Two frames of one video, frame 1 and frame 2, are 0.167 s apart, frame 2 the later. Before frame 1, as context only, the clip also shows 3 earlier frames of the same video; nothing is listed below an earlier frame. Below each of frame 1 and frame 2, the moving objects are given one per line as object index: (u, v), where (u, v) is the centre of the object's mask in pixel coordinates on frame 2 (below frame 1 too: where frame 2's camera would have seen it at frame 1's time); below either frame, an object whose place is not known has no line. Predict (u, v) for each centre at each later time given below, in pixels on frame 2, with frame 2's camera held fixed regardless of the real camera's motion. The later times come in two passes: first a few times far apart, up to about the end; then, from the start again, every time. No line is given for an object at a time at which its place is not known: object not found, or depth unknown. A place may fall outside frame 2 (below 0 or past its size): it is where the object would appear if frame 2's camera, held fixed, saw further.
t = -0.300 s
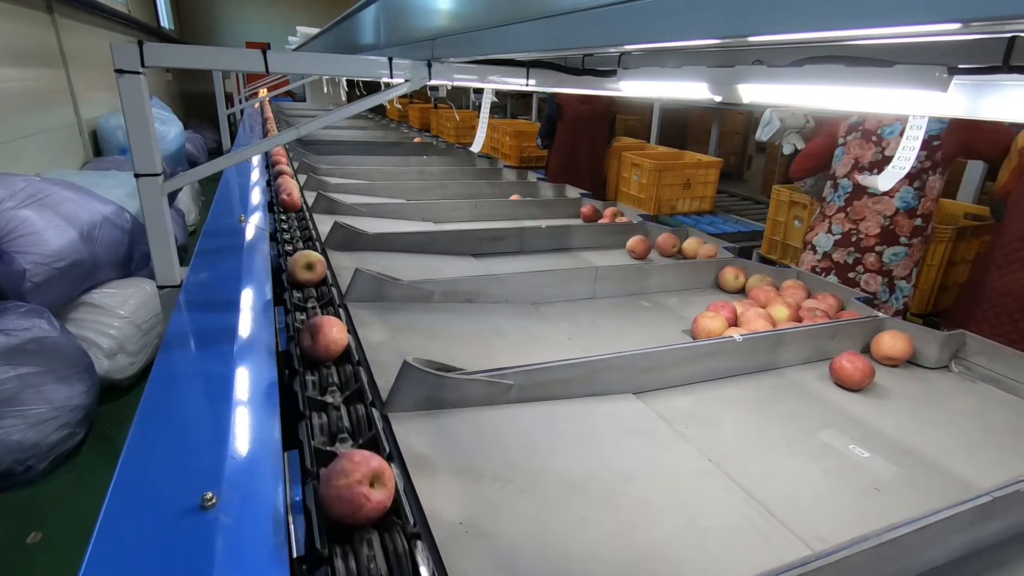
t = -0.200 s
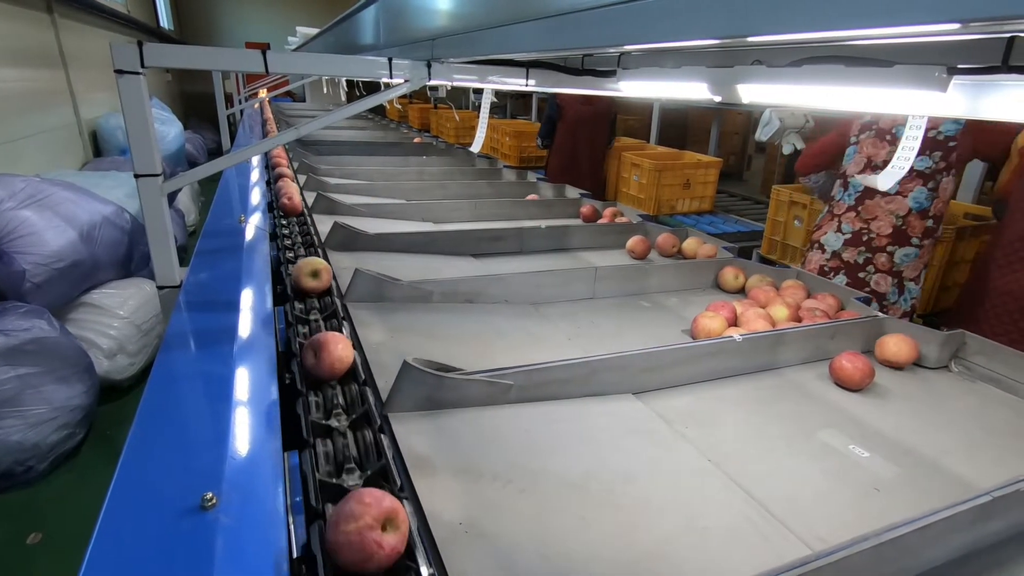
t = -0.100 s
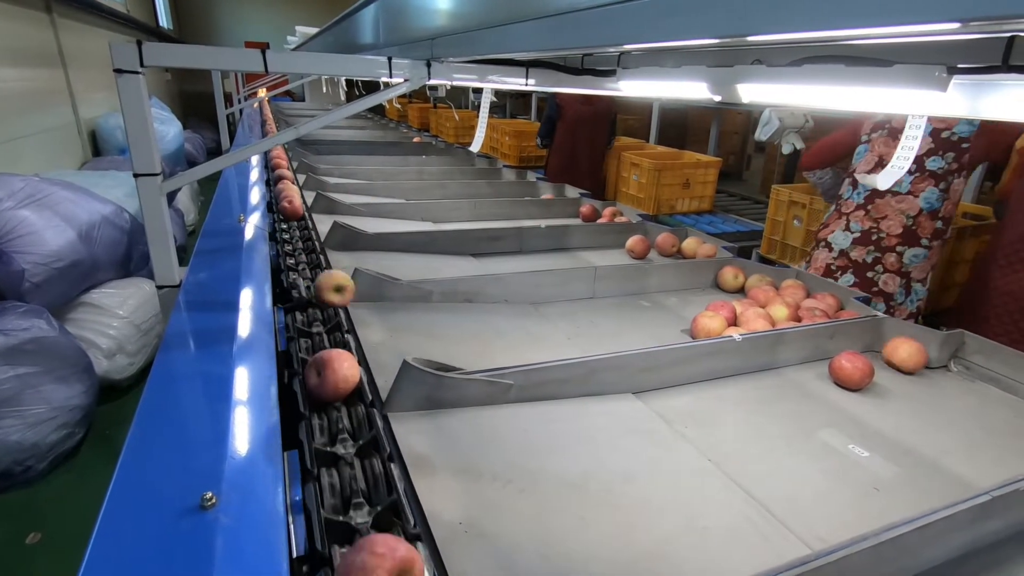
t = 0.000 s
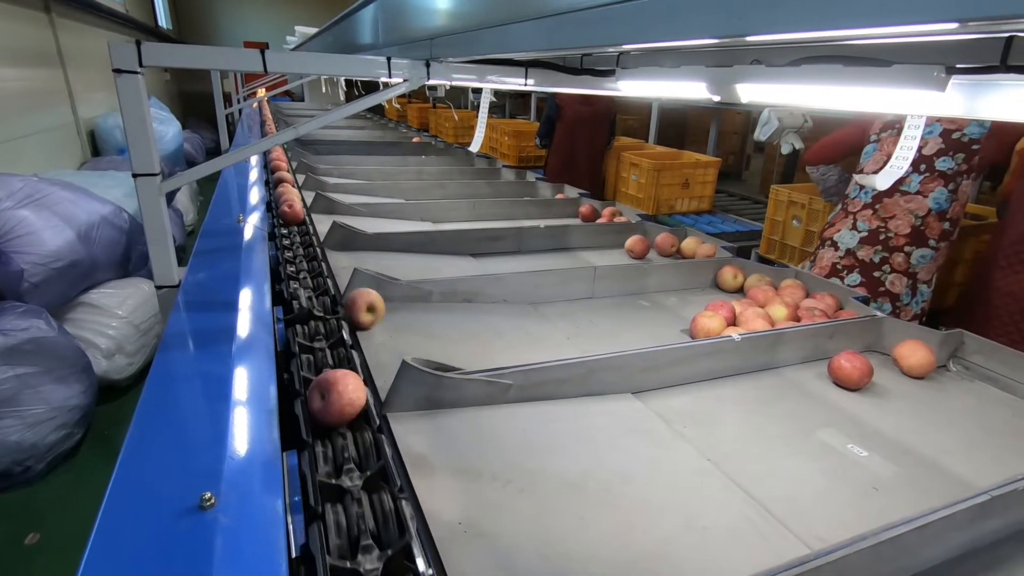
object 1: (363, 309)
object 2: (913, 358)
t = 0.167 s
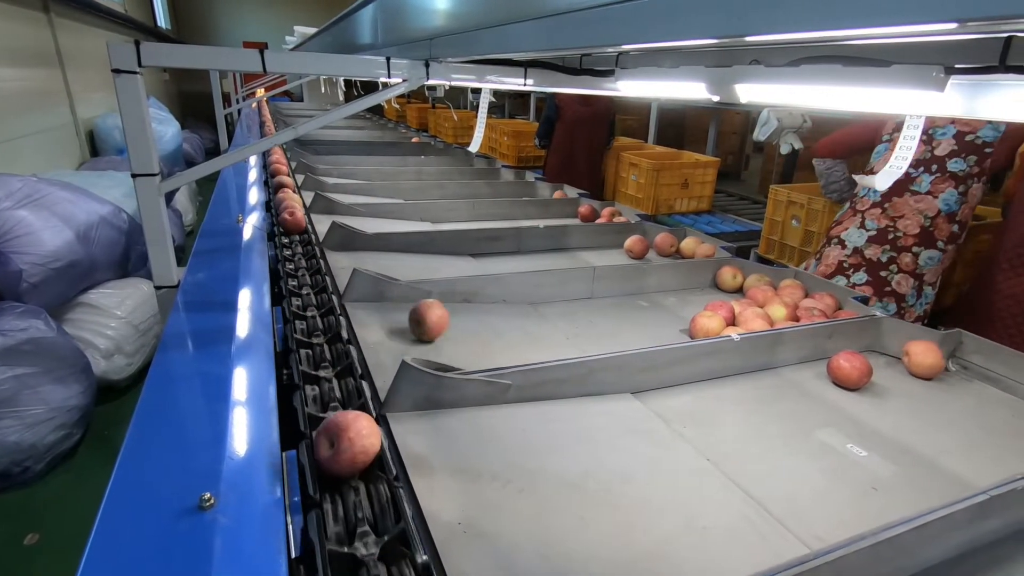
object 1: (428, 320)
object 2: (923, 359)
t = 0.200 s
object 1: (442, 323)
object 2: (924, 359)
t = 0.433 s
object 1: (551, 337)
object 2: (911, 356)
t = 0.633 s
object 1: (651, 336)
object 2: (893, 355)
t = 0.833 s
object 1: (702, 332)
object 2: (898, 356)
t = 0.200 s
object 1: (442, 323)
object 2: (924, 359)
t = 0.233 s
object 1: (458, 325)
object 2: (924, 358)
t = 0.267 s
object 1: (473, 326)
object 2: (923, 358)
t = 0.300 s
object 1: (489, 329)
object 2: (922, 358)
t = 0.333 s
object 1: (503, 332)
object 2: (920, 358)
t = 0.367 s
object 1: (519, 333)
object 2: (917, 358)
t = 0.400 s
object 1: (535, 335)
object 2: (914, 357)
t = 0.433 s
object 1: (551, 337)
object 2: (911, 356)
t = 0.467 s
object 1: (568, 338)
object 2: (908, 356)
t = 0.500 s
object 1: (586, 338)
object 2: (905, 356)
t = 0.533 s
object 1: (601, 338)
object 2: (902, 356)
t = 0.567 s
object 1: (618, 338)
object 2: (899, 356)
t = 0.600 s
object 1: (634, 338)
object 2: (896, 356)
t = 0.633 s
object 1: (651, 336)
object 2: (893, 355)
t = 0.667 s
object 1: (668, 335)
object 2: (891, 355)
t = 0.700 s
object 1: (684, 334)
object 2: (890, 354)
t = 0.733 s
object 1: (698, 332)
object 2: (891, 354)
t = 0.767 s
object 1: (702, 333)
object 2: (892, 355)
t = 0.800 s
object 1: (703, 332)
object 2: (895, 356)
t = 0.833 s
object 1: (702, 332)
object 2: (898, 356)
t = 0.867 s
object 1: (702, 332)
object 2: (900, 356)
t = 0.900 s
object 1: (701, 332)
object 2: (903, 356)
